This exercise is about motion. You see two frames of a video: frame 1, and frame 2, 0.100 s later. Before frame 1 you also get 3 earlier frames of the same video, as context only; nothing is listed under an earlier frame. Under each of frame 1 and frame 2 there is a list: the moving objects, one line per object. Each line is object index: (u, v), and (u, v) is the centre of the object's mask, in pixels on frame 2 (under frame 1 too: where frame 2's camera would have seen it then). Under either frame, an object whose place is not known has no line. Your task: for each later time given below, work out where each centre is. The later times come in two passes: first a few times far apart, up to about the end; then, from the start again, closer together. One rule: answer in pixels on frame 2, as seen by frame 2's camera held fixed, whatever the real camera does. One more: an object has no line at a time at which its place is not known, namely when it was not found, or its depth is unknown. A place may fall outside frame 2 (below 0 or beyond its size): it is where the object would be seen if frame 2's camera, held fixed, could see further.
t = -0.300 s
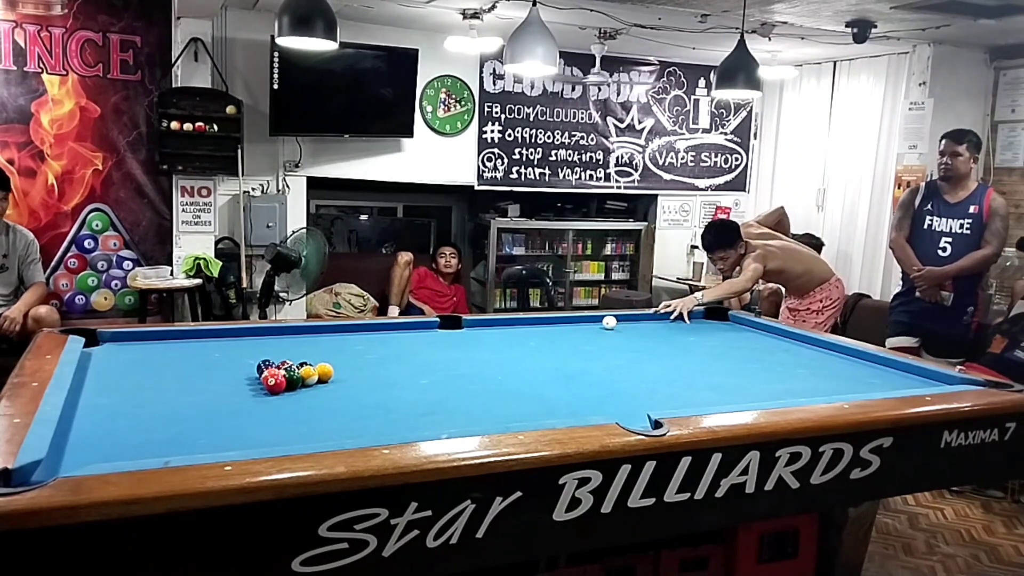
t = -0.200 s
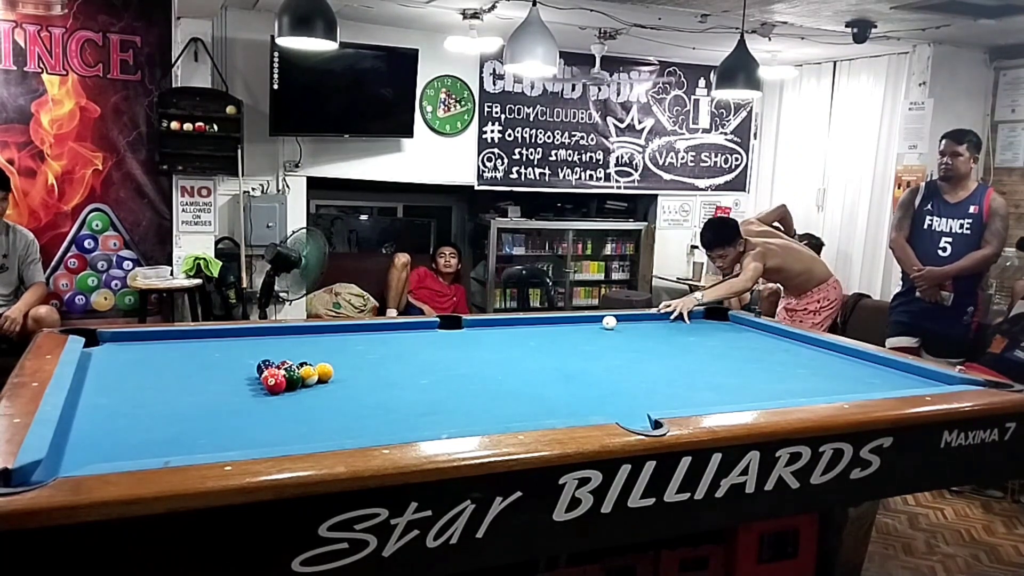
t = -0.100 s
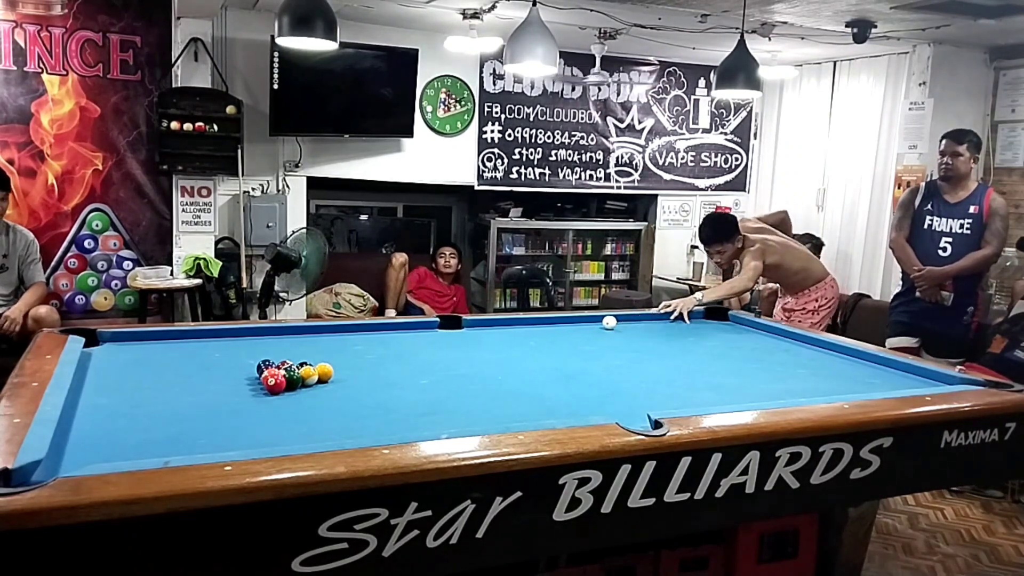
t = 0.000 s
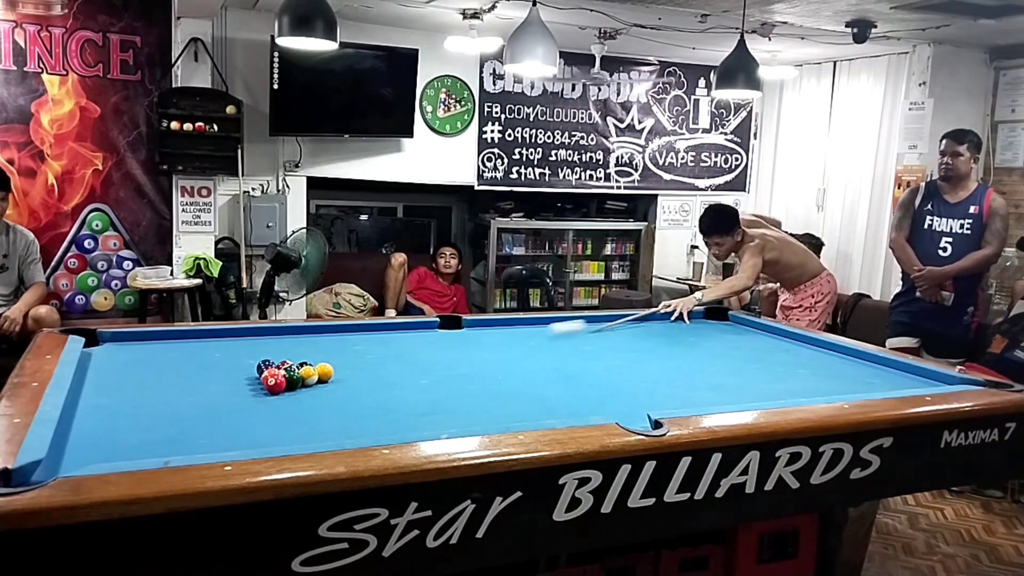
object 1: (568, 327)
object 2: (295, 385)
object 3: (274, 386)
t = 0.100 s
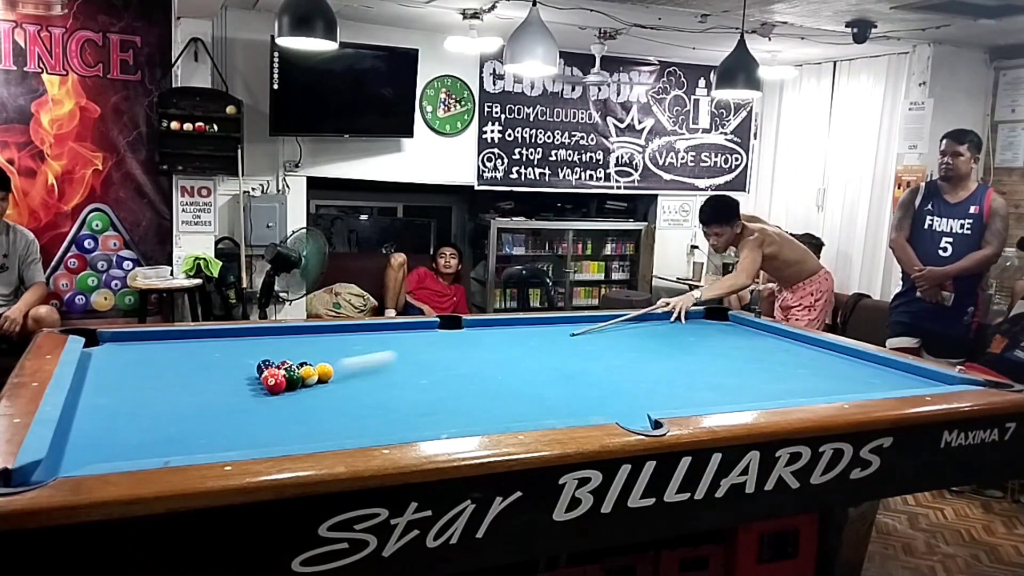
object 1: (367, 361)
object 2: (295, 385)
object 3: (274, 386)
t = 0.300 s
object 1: (398, 364)
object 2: (310, 408)
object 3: (206, 444)
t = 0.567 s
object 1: (464, 358)
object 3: (447, 409)
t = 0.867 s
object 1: (529, 352)
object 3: (562, 403)
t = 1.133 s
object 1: (580, 347)
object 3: (638, 386)
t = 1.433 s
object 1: (632, 343)
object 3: (708, 371)
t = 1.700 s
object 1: (674, 339)
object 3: (760, 360)
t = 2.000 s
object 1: (716, 336)
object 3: (809, 349)
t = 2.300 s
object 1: (719, 331)
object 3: (782, 339)
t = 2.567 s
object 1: (701, 327)
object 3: (723, 330)
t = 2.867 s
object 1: (684, 323)
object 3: (663, 326)
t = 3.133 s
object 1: (670, 320)
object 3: (614, 321)
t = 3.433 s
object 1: (657, 317)
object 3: (578, 322)
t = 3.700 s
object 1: (657, 318)
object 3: (557, 326)
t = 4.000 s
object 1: (660, 319)
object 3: (566, 333)
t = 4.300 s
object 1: (662, 320)
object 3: (578, 340)
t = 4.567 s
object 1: (664, 321)
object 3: (588, 346)
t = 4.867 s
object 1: (666, 321)
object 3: (600, 353)
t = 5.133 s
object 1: (666, 321)
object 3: (611, 358)
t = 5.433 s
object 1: (667, 321)
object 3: (625, 366)
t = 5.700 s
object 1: (667, 321)
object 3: (636, 372)
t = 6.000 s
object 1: (667, 321)
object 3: (650, 378)
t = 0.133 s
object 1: (349, 365)
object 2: (295, 387)
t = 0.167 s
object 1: (360, 364)
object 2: (298, 389)
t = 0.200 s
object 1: (370, 366)
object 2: (301, 394)
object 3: (72, 432)
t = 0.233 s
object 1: (379, 366)
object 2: (305, 399)
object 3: (107, 439)
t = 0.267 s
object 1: (389, 364)
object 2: (307, 404)
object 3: (157, 443)
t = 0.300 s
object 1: (398, 364)
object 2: (310, 408)
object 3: (206, 444)
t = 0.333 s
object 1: (407, 363)
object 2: (313, 413)
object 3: (253, 444)
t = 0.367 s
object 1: (415, 362)
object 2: (316, 418)
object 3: (296, 440)
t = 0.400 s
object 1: (423, 362)
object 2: (319, 420)
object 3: (327, 434)
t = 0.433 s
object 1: (432, 361)
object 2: (323, 429)
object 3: (356, 429)
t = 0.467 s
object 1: (440, 360)
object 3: (381, 424)
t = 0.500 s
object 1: (448, 360)
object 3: (405, 419)
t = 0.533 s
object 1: (456, 358)
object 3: (426, 414)
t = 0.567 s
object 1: (464, 358)
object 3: (447, 409)
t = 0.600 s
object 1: (471, 357)
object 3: (462, 410)
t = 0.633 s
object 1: (479, 357)
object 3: (477, 412)
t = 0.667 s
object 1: (487, 356)
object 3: (492, 414)
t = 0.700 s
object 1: (494, 355)
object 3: (506, 413)
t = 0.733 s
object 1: (501, 354)
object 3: (518, 409)
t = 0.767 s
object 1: (508, 354)
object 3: (529, 407)
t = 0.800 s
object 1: (515, 353)
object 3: (541, 405)
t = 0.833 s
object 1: (522, 353)
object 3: (552, 404)
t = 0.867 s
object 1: (529, 352)
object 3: (562, 403)
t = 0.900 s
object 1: (535, 352)
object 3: (572, 401)
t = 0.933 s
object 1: (542, 351)
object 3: (583, 398)
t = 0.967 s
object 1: (549, 350)
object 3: (593, 396)
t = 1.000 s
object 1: (555, 350)
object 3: (602, 394)
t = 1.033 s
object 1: (562, 349)
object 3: (612, 392)
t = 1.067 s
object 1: (568, 348)
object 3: (621, 390)
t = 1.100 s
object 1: (574, 348)
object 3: (630, 388)
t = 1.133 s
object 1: (580, 347)
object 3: (638, 386)
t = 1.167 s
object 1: (586, 347)
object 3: (647, 384)
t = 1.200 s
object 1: (592, 346)
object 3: (655, 383)
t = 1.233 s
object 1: (598, 346)
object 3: (663, 381)
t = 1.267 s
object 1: (604, 345)
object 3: (671, 379)
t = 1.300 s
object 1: (610, 345)
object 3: (679, 378)
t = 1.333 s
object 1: (616, 344)
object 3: (687, 376)
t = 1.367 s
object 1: (621, 344)
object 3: (694, 374)
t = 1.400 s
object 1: (626, 343)
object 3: (701, 372)
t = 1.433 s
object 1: (632, 343)
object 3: (708, 371)
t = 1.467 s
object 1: (637, 343)
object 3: (715, 369)
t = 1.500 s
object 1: (643, 342)
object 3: (722, 368)
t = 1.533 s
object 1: (648, 341)
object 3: (729, 367)
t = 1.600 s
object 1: (659, 340)
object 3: (742, 364)
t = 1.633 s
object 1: (664, 340)
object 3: (748, 362)
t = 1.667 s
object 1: (669, 340)
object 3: (754, 361)
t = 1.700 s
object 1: (674, 339)
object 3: (760, 360)
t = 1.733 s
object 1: (679, 339)
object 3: (766, 358)
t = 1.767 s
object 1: (684, 338)
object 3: (772, 357)
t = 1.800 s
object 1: (689, 338)
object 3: (778, 356)
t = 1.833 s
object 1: (693, 337)
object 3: (783, 355)
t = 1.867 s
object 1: (698, 337)
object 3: (788, 353)
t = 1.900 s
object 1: (703, 337)
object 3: (794, 352)
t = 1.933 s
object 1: (707, 336)
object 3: (799, 351)
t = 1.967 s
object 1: (712, 336)
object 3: (804, 350)
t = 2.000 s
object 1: (716, 336)
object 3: (809, 349)
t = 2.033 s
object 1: (721, 335)
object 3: (814, 348)
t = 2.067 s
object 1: (725, 335)
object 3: (819, 347)
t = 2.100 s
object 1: (730, 334)
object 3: (823, 346)
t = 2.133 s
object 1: (734, 334)
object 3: (823, 345)
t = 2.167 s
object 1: (730, 333)
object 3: (814, 344)
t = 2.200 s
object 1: (727, 333)
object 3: (806, 342)
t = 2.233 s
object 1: (724, 333)
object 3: (797, 341)
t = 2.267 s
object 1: (721, 332)
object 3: (790, 339)
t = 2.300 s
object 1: (719, 331)
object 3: (782, 339)
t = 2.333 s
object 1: (717, 331)
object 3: (774, 338)
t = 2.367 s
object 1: (715, 330)
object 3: (766, 338)
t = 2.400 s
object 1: (712, 329)
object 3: (758, 336)
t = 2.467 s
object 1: (708, 328)
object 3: (744, 335)
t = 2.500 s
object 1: (706, 327)
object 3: (737, 334)
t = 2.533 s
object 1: (704, 327)
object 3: (730, 333)
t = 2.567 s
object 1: (701, 327)
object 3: (723, 330)
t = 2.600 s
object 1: (699, 326)
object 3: (716, 331)
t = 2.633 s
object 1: (697, 326)
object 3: (709, 331)
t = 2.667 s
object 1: (694, 325)
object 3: (703, 331)
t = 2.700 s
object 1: (694, 323)
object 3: (695, 331)
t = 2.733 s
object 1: (693, 323)
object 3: (689, 329)
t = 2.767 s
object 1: (691, 323)
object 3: (682, 328)
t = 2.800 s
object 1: (688, 324)
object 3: (675, 327)
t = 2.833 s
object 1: (686, 324)
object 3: (669, 327)
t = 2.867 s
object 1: (684, 323)
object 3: (663, 326)
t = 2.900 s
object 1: (682, 323)
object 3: (656, 325)
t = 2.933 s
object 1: (680, 322)
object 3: (650, 324)
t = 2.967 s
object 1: (679, 322)
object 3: (644, 324)
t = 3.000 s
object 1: (677, 322)
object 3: (638, 323)
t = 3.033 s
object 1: (675, 321)
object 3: (631, 323)
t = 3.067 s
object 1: (674, 321)
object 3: (625, 322)
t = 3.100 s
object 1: (672, 321)
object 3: (620, 321)
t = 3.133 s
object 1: (670, 320)
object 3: (614, 321)
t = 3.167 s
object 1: (669, 320)
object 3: (608, 320)
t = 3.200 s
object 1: (667, 320)
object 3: (602, 320)
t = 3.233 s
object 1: (665, 319)
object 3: (596, 319)
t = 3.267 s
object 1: (664, 319)
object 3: (591, 319)
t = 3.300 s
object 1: (662, 318)
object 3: (588, 320)
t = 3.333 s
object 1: (661, 318)
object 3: (586, 320)
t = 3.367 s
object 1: (659, 318)
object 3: (584, 321)
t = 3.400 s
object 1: (658, 317)
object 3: (581, 321)
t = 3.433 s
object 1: (657, 317)
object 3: (578, 322)
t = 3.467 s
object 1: (655, 317)
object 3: (576, 322)
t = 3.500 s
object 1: (655, 317)
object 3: (573, 323)
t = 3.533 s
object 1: (655, 317)
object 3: (571, 323)
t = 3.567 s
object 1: (656, 317)
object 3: (568, 323)
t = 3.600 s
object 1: (656, 318)
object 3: (565, 324)
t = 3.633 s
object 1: (656, 318)
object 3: (562, 325)
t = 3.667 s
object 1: (657, 318)
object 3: (560, 325)
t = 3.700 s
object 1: (657, 318)
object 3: (557, 326)
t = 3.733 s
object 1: (657, 318)
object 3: (556, 326)
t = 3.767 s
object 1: (658, 318)
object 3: (558, 327)
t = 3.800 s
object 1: (658, 318)
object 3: (559, 328)
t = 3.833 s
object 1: (658, 318)
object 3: (560, 329)
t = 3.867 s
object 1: (658, 319)
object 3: (561, 330)
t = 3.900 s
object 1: (659, 319)
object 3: (562, 330)
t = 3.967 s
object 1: (659, 319)
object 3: (565, 332)
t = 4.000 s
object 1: (660, 319)
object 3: (566, 333)
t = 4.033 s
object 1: (660, 319)
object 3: (567, 334)
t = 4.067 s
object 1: (661, 319)
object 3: (569, 334)
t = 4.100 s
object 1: (661, 320)
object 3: (570, 335)
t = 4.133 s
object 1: (661, 320)
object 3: (571, 336)
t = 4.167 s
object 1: (661, 320)
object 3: (572, 337)
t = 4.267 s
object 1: (662, 320)
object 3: (576, 339)
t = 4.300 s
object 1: (662, 320)
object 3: (578, 340)
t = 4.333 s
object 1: (663, 320)
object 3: (578, 340)
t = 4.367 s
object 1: (663, 320)
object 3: (580, 341)
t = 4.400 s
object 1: (663, 320)
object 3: (581, 342)
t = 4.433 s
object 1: (663, 321)
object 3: (583, 342)
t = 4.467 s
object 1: (663, 321)
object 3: (584, 343)
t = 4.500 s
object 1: (664, 321)
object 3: (585, 344)
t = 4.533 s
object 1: (664, 321)
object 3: (586, 345)
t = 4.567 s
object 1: (664, 321)
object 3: (588, 346)
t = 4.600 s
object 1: (665, 321)
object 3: (589, 346)
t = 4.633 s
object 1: (665, 321)
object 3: (591, 347)
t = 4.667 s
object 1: (665, 321)
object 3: (592, 348)
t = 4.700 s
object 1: (665, 321)
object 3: (593, 349)
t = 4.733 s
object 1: (665, 321)
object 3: (595, 349)
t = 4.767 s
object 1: (665, 321)
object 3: (596, 350)
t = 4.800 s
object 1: (666, 321)
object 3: (597, 351)
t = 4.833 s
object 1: (666, 321)
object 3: (599, 352)
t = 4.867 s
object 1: (666, 321)
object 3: (600, 353)
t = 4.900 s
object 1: (666, 321)
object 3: (601, 353)
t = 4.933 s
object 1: (666, 321)
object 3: (603, 354)
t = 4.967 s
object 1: (666, 321)
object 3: (604, 355)
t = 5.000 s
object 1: (666, 321)
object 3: (606, 355)
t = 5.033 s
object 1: (666, 321)
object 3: (607, 356)
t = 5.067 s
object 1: (666, 321)
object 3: (608, 357)
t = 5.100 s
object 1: (666, 321)
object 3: (610, 358)
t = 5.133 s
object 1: (666, 321)
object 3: (611, 358)
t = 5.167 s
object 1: (666, 321)
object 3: (613, 359)
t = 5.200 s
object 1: (666, 321)
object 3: (614, 360)
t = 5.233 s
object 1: (666, 321)
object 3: (616, 361)
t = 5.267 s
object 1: (666, 321)
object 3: (617, 362)
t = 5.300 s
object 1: (666, 321)
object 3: (619, 363)
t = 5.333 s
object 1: (666, 321)
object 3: (620, 363)
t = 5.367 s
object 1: (666, 321)
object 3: (622, 364)
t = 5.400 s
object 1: (667, 321)
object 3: (623, 365)
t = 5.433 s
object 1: (667, 321)
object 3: (625, 366)
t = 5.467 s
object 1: (667, 321)
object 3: (626, 366)
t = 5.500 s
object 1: (667, 321)
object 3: (627, 367)
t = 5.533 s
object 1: (667, 321)
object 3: (629, 368)
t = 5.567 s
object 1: (666, 321)
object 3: (631, 369)
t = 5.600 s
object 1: (666, 321)
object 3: (632, 369)
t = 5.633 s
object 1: (667, 321)
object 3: (633, 370)
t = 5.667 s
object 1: (666, 321)
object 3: (635, 371)
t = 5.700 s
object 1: (667, 321)
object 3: (636, 372)
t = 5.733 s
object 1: (667, 321)
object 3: (638, 372)
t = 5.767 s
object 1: (666, 321)
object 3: (640, 373)
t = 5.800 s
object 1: (666, 321)
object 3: (641, 374)
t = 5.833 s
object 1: (666, 321)
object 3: (643, 375)
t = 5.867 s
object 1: (666, 321)
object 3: (644, 375)
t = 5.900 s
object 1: (666, 321)
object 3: (646, 376)
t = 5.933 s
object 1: (667, 321)
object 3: (647, 377)
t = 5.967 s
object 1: (666, 321)
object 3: (649, 378)
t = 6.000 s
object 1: (667, 321)
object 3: (650, 378)
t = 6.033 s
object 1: (666, 321)
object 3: (652, 379)
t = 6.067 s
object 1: (666, 321)
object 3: (653, 380)
